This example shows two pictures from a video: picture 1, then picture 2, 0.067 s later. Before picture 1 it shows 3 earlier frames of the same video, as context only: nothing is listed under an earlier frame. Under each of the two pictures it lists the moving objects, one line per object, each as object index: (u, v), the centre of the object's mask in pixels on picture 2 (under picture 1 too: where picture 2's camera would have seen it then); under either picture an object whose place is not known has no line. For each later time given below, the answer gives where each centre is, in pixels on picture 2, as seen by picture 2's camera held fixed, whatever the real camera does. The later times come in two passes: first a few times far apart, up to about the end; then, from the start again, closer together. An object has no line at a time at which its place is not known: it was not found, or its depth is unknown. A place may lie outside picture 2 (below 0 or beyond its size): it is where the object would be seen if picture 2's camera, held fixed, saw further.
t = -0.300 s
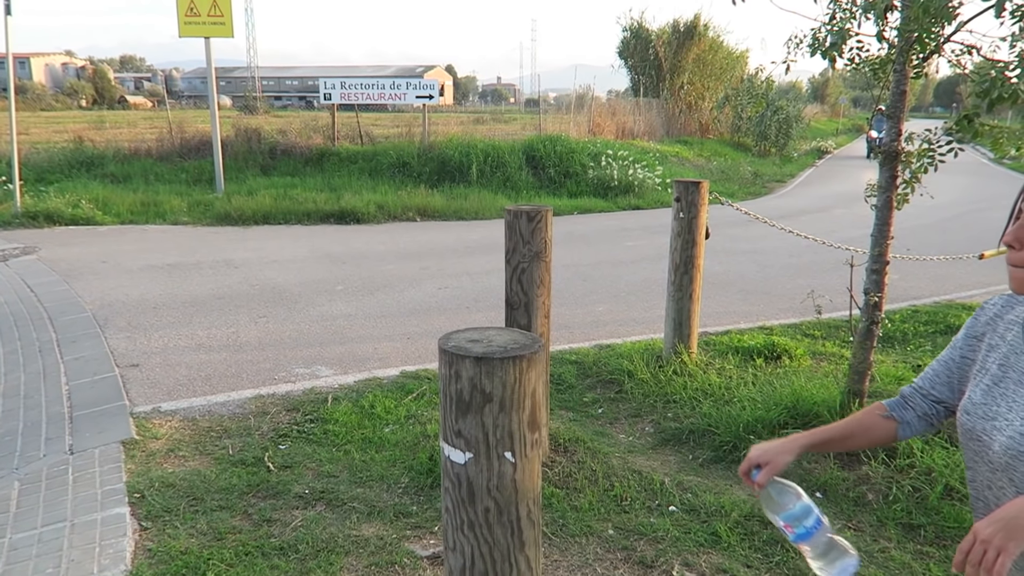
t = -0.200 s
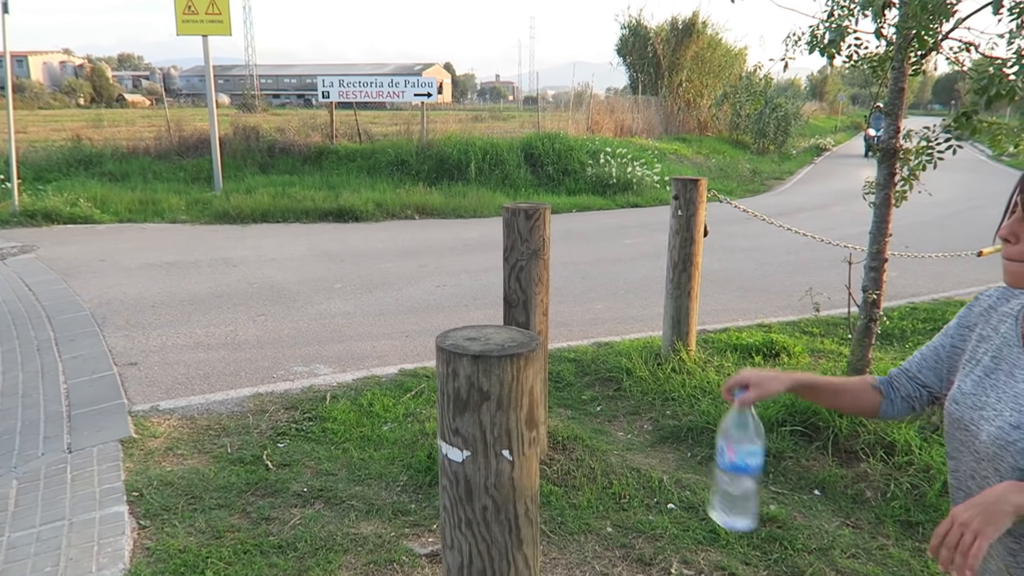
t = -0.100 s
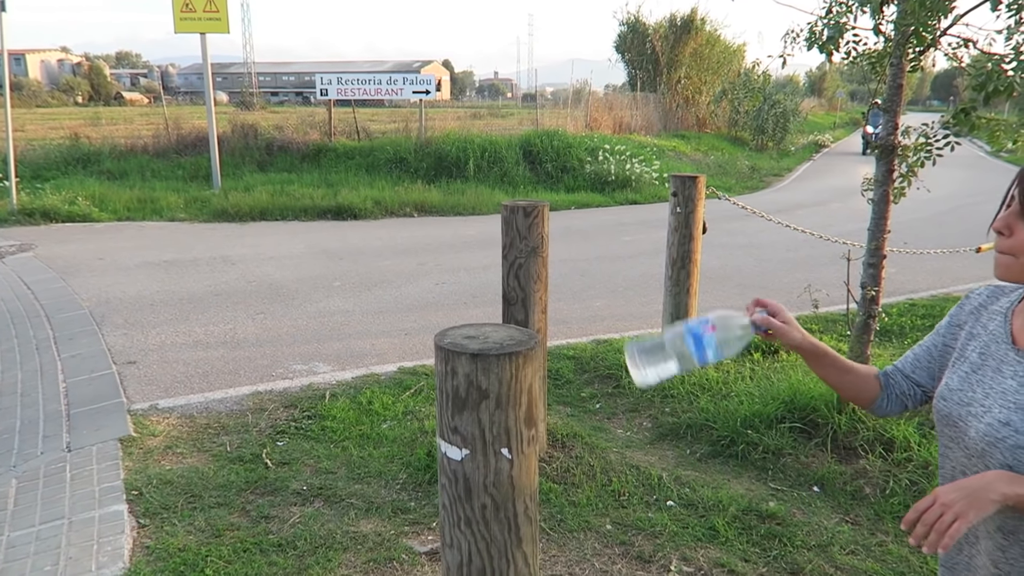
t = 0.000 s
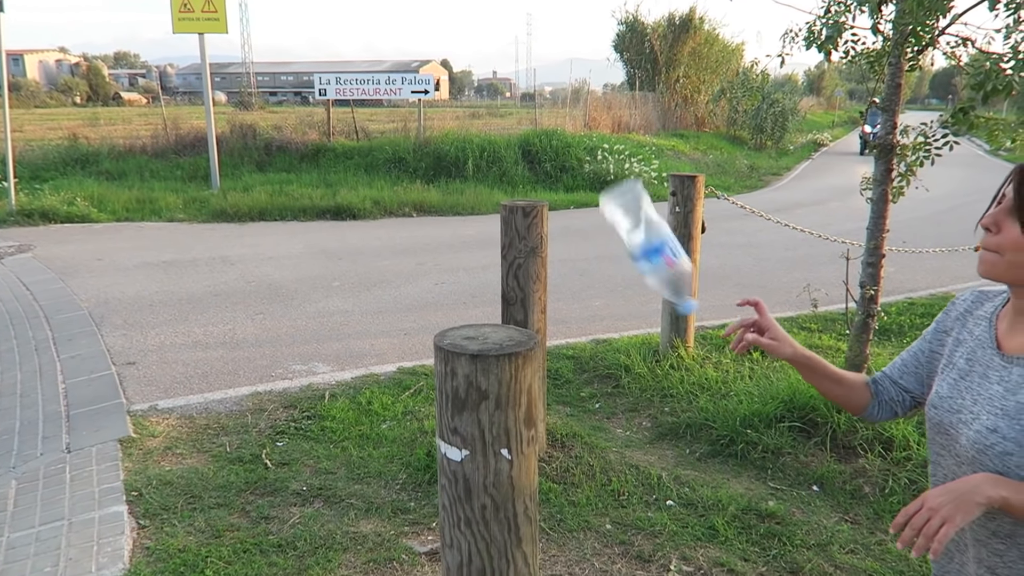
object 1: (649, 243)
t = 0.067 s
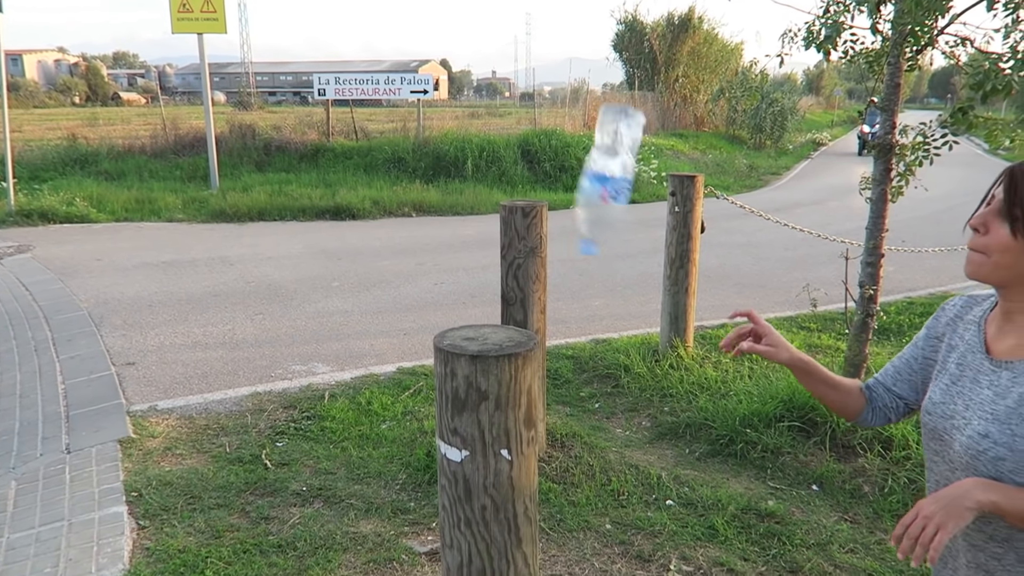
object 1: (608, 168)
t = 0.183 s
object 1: (560, 82)
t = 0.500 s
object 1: (502, 268)
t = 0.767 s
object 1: (447, 312)
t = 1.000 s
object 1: (442, 321)
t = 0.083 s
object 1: (599, 155)
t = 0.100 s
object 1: (589, 142)
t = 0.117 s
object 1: (581, 127)
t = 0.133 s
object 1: (575, 113)
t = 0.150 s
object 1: (570, 100)
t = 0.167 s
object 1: (565, 90)
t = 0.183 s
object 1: (560, 82)
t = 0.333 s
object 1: (530, 91)
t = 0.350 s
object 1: (527, 102)
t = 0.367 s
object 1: (524, 115)
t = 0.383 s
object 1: (520, 127)
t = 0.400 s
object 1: (518, 142)
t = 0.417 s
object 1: (515, 159)
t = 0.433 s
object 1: (512, 178)
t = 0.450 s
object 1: (509, 198)
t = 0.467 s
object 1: (506, 220)
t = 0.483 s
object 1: (504, 243)
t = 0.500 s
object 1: (502, 268)
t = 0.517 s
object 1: (498, 281)
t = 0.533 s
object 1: (493, 280)
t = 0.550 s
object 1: (490, 281)
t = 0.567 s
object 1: (488, 282)
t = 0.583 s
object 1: (487, 282)
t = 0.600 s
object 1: (485, 283)
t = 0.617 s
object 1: (482, 283)
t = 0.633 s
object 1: (480, 285)
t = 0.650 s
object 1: (477, 286)
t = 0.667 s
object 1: (473, 288)
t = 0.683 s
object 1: (470, 290)
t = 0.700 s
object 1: (466, 292)
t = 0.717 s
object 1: (462, 296)
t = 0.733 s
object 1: (457, 300)
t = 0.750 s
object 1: (452, 305)
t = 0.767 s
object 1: (447, 312)
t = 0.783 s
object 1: (443, 320)
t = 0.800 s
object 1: (442, 323)
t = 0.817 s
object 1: (442, 321)
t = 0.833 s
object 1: (442, 322)
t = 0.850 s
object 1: (442, 321)
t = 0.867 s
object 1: (442, 322)
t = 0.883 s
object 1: (443, 322)
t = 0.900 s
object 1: (442, 322)
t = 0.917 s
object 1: (442, 322)
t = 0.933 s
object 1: (442, 322)
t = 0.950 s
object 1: (442, 322)
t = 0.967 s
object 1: (442, 322)
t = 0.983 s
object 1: (442, 322)
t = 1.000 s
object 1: (442, 321)
